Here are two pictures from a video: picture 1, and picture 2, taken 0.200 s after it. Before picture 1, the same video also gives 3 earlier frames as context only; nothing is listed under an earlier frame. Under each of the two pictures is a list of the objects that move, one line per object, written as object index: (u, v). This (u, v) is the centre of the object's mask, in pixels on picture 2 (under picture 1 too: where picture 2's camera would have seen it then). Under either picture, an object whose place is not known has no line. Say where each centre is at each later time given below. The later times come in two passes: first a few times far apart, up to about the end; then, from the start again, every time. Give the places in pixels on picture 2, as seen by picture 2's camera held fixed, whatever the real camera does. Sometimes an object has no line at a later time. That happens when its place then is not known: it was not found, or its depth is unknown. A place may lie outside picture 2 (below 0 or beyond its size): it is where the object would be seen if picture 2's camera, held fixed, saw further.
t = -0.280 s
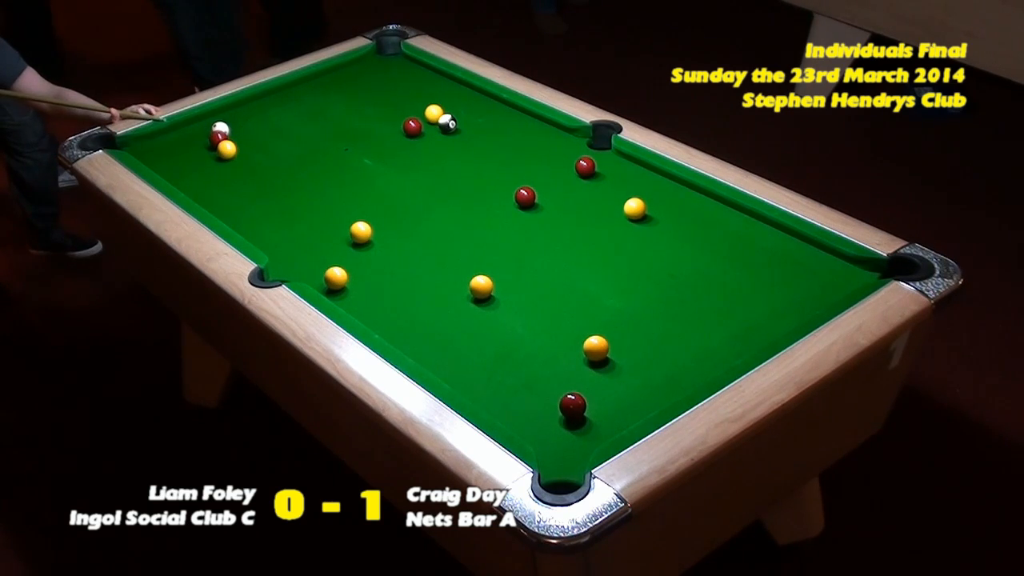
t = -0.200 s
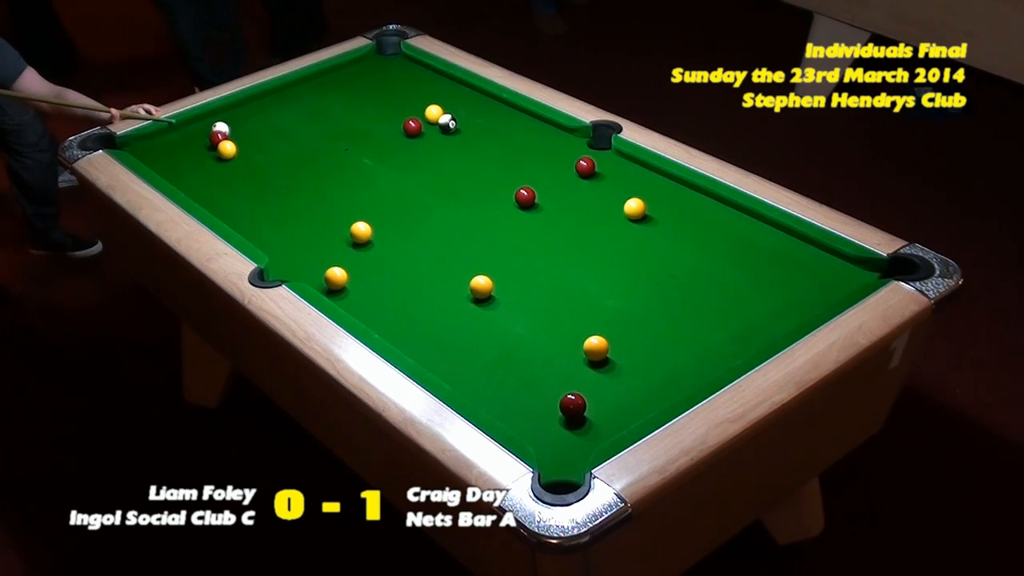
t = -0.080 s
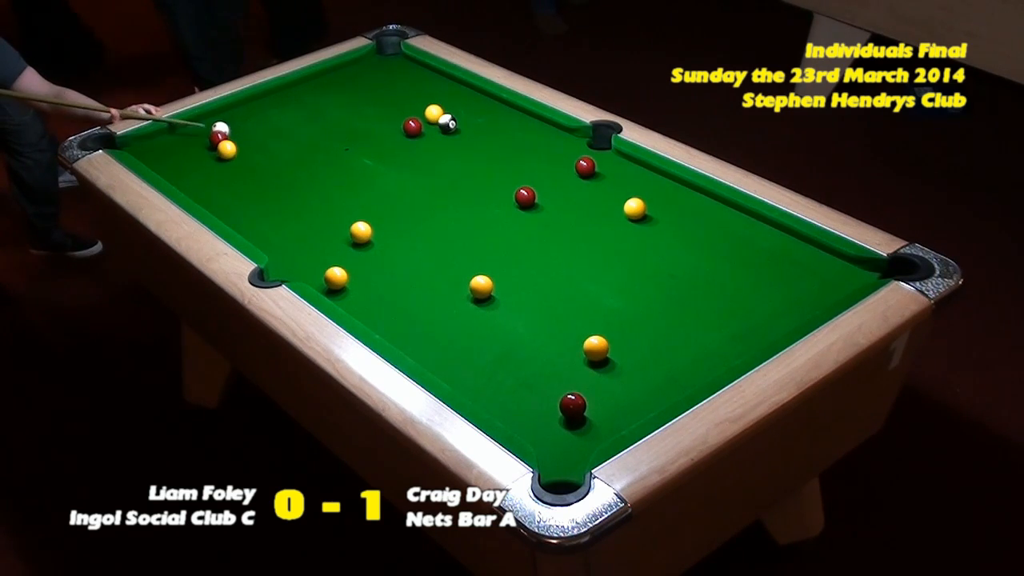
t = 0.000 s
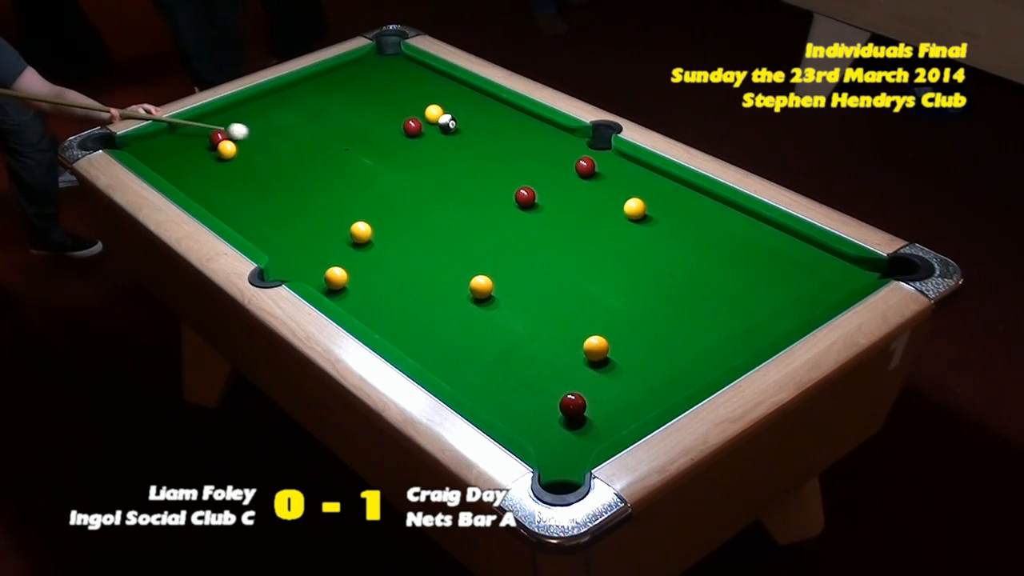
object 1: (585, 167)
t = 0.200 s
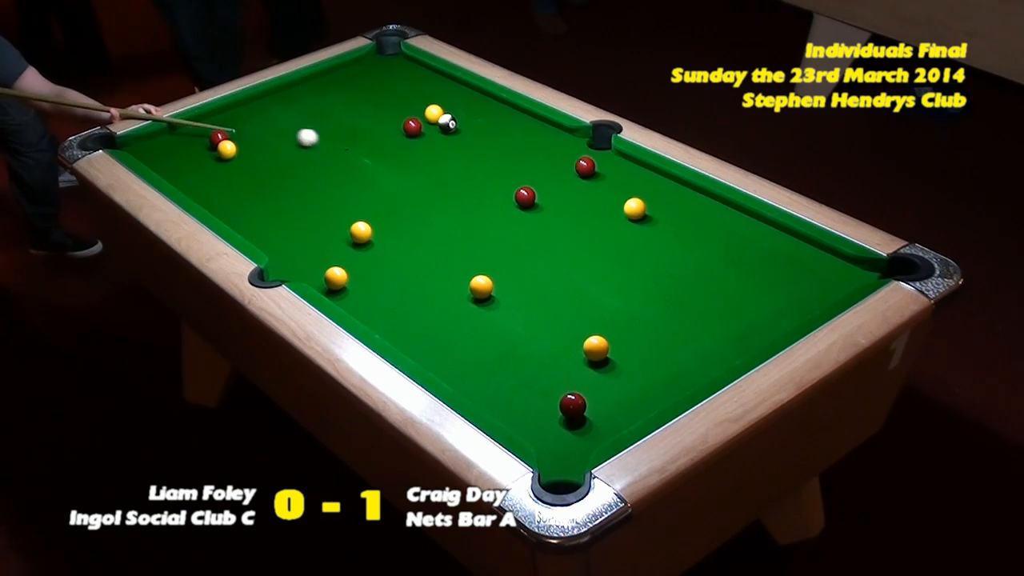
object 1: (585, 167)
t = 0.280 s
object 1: (585, 167)
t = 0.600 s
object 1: (585, 167)
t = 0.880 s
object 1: (585, 167)
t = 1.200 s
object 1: (629, 184)
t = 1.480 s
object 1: (670, 200)
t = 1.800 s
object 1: (716, 219)
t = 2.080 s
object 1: (755, 236)
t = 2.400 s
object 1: (798, 254)
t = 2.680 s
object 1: (833, 268)
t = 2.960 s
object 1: (860, 276)
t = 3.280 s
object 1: (858, 267)
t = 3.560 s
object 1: (849, 271)
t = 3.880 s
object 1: (842, 274)
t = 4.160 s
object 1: (838, 276)
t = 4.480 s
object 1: (838, 276)
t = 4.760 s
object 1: (838, 277)
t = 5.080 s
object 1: (838, 277)
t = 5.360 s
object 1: (838, 277)
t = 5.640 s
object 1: (838, 277)
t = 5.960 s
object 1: (838, 277)
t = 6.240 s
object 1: (838, 277)
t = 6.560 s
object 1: (838, 277)
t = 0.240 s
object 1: (585, 167)
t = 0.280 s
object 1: (585, 167)
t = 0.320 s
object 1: (585, 167)
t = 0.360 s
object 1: (585, 166)
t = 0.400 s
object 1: (585, 167)
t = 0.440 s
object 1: (585, 167)
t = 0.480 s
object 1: (585, 167)
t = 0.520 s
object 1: (585, 167)
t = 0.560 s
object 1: (585, 167)
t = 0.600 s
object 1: (585, 167)
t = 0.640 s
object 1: (585, 167)
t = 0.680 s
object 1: (585, 167)
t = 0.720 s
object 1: (585, 167)
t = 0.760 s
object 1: (585, 167)
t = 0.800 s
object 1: (585, 167)
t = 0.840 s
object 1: (585, 167)
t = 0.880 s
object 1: (585, 167)
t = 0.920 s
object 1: (585, 167)
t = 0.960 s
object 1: (592, 169)
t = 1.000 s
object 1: (599, 172)
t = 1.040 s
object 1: (605, 174)
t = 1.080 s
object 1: (611, 177)
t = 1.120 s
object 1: (617, 179)
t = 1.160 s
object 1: (623, 181)
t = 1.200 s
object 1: (629, 184)
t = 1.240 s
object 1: (635, 186)
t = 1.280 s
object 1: (641, 188)
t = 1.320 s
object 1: (647, 191)
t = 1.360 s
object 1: (652, 193)
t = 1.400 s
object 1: (659, 196)
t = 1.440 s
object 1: (664, 198)
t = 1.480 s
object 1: (670, 200)
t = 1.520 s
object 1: (676, 203)
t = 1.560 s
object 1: (682, 205)
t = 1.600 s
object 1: (687, 208)
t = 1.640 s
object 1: (693, 210)
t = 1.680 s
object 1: (699, 212)
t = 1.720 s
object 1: (705, 215)
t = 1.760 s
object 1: (710, 217)
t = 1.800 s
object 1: (716, 219)
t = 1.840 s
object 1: (721, 222)
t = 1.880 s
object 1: (727, 224)
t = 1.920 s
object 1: (733, 227)
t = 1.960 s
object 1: (738, 229)
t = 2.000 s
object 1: (744, 231)
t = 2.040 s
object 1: (750, 233)
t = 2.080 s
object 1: (755, 236)
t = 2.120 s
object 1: (760, 238)
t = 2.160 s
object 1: (766, 240)
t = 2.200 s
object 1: (771, 242)
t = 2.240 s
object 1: (777, 245)
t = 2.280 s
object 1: (782, 247)
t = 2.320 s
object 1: (788, 249)
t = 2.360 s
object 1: (792, 251)
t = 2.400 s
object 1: (798, 254)
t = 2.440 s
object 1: (803, 256)
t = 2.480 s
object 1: (808, 258)
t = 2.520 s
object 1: (813, 260)
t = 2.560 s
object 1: (818, 262)
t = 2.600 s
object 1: (824, 265)
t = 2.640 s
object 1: (828, 266)
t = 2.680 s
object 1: (833, 268)
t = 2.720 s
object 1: (838, 270)
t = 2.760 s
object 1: (843, 272)
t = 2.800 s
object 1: (848, 274)
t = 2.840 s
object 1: (852, 276)
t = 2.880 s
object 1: (857, 276)
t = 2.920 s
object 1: (861, 277)
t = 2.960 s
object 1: (860, 276)
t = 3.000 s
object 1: (860, 274)
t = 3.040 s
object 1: (860, 273)
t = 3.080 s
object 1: (860, 272)
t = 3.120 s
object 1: (860, 271)
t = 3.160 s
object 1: (860, 269)
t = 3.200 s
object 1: (860, 267)
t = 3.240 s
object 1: (859, 267)
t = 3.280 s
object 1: (858, 267)
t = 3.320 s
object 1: (856, 267)
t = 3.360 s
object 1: (855, 267)
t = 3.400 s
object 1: (854, 268)
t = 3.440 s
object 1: (852, 269)
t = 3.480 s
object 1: (851, 270)
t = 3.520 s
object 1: (850, 270)
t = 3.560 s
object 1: (849, 271)
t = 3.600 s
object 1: (848, 272)
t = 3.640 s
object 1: (847, 272)
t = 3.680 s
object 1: (846, 273)
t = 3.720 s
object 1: (845, 273)
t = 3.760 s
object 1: (844, 273)
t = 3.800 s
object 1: (843, 274)
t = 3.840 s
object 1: (842, 274)
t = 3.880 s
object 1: (842, 274)
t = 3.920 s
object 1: (841, 275)
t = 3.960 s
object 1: (840, 275)
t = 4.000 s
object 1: (839, 275)
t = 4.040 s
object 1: (839, 276)
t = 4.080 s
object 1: (838, 276)
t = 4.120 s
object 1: (838, 276)
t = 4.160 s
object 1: (838, 276)
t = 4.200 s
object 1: (837, 276)
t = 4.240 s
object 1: (837, 276)
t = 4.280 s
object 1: (837, 276)
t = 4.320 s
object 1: (837, 276)
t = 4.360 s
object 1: (837, 277)
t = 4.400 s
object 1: (837, 277)
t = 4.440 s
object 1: (837, 276)
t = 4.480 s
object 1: (838, 276)
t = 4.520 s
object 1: (838, 277)
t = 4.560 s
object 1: (838, 276)
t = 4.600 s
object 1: (838, 276)
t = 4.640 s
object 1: (838, 276)
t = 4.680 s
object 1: (838, 276)
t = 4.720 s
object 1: (838, 276)
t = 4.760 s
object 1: (838, 277)
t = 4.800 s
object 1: (838, 277)
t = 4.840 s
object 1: (838, 277)
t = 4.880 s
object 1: (838, 277)
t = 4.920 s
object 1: (838, 277)
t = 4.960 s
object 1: (838, 277)
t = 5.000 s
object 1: (838, 276)
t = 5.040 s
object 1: (838, 277)
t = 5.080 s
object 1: (838, 277)
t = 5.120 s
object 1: (838, 277)
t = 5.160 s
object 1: (838, 277)
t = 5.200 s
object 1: (838, 277)
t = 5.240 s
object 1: (838, 277)
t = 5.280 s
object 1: (838, 277)
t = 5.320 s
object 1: (838, 277)
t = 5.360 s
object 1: (838, 277)
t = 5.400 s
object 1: (838, 277)
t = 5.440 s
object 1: (838, 277)
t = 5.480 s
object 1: (838, 277)
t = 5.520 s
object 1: (838, 277)
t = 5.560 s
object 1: (838, 277)
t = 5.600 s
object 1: (838, 277)
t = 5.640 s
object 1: (838, 277)
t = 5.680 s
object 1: (838, 277)
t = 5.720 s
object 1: (838, 277)
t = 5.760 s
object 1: (838, 277)
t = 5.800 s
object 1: (838, 277)
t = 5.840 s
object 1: (838, 277)
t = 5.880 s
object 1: (838, 277)
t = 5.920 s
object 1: (838, 277)
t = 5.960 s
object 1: (838, 277)
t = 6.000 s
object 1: (838, 277)
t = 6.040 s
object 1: (838, 277)
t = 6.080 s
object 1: (838, 277)
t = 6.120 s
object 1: (838, 277)
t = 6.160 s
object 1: (838, 277)
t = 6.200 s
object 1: (838, 277)
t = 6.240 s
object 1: (838, 277)
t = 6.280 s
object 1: (838, 277)
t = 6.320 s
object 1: (838, 277)
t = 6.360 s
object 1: (838, 277)
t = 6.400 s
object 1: (838, 277)
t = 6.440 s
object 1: (838, 277)
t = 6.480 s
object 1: (838, 277)
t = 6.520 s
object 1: (838, 277)
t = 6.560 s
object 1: (838, 277)
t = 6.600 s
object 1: (838, 277)
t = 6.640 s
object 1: (838, 277)
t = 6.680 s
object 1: (838, 277)
